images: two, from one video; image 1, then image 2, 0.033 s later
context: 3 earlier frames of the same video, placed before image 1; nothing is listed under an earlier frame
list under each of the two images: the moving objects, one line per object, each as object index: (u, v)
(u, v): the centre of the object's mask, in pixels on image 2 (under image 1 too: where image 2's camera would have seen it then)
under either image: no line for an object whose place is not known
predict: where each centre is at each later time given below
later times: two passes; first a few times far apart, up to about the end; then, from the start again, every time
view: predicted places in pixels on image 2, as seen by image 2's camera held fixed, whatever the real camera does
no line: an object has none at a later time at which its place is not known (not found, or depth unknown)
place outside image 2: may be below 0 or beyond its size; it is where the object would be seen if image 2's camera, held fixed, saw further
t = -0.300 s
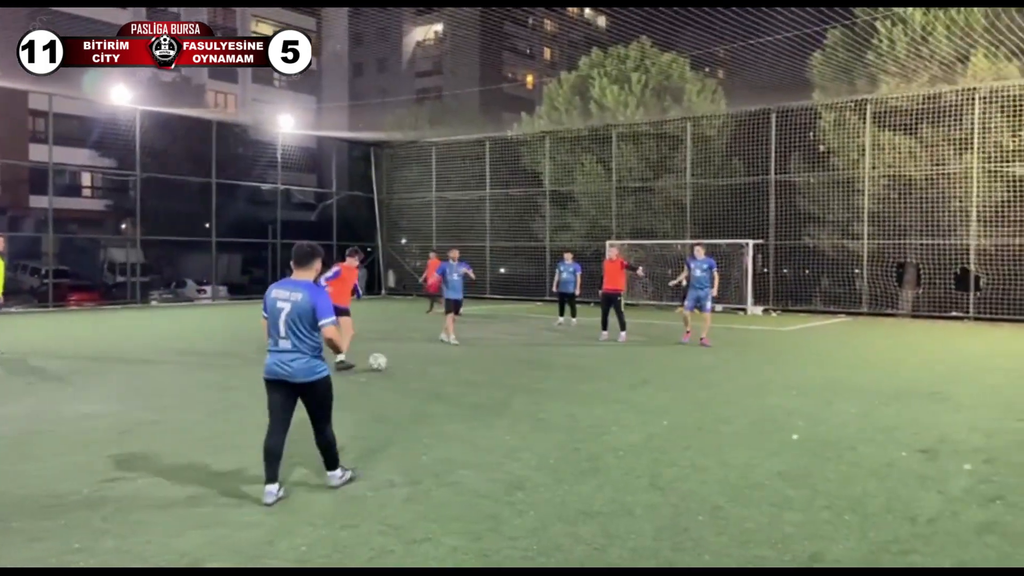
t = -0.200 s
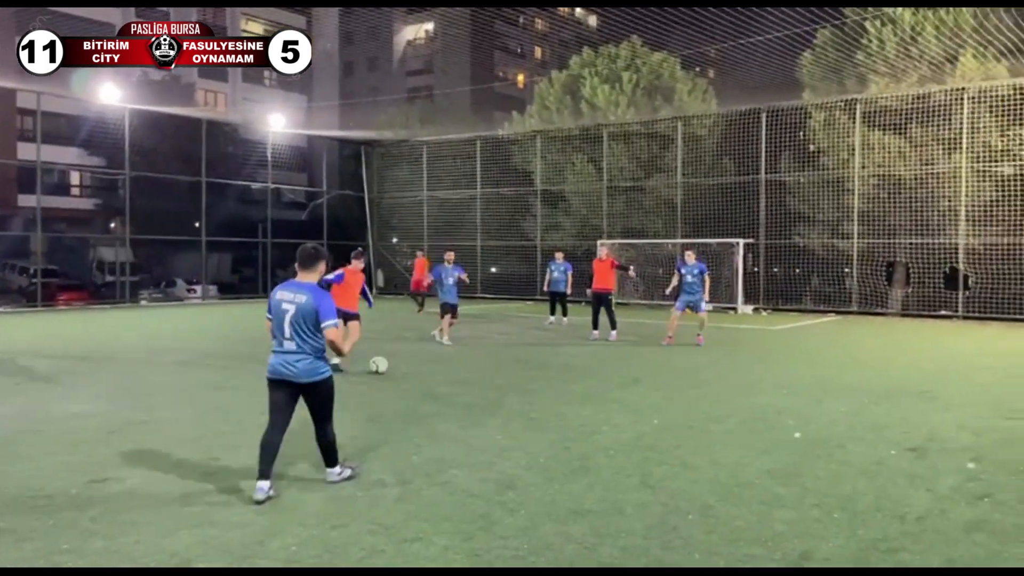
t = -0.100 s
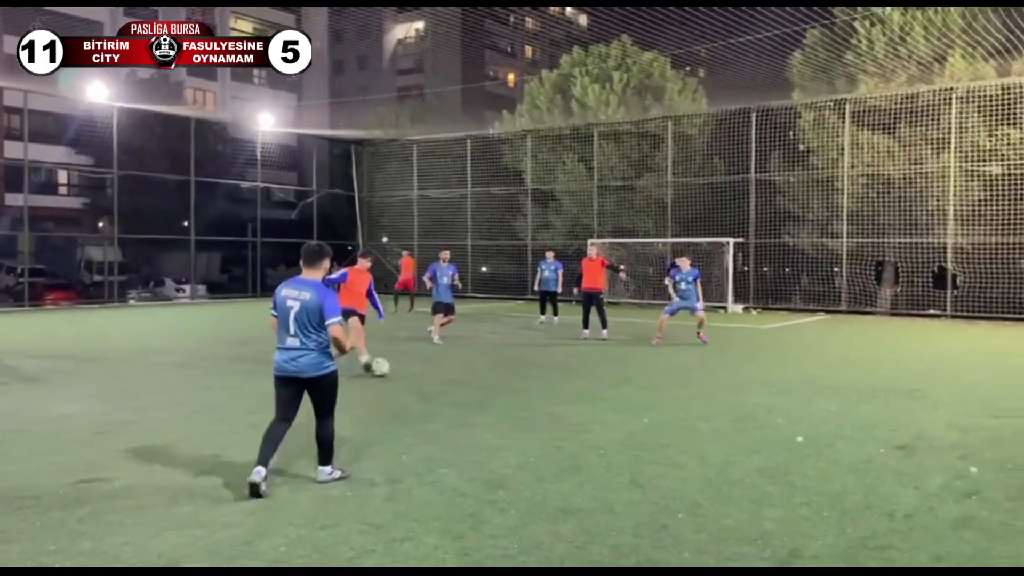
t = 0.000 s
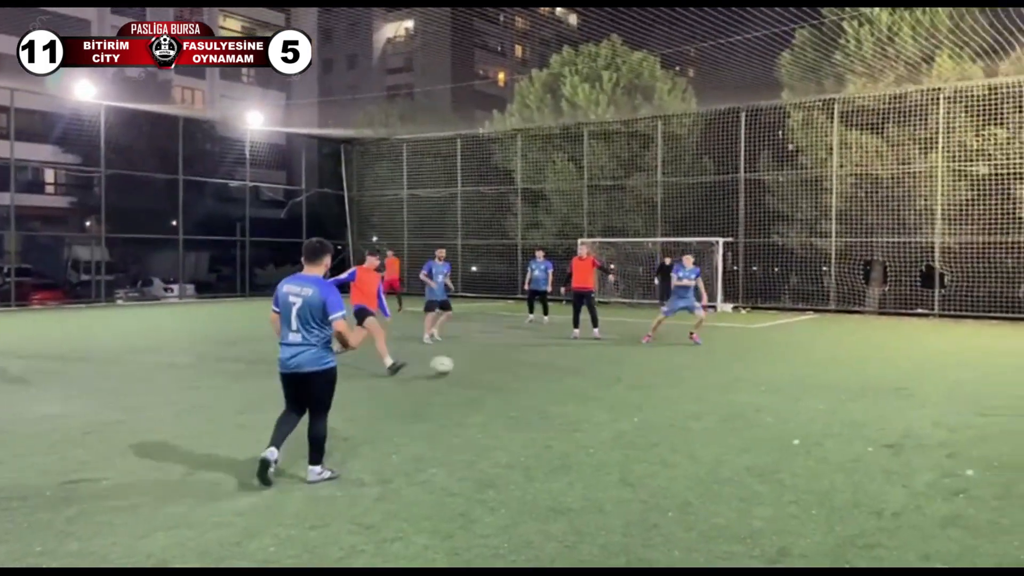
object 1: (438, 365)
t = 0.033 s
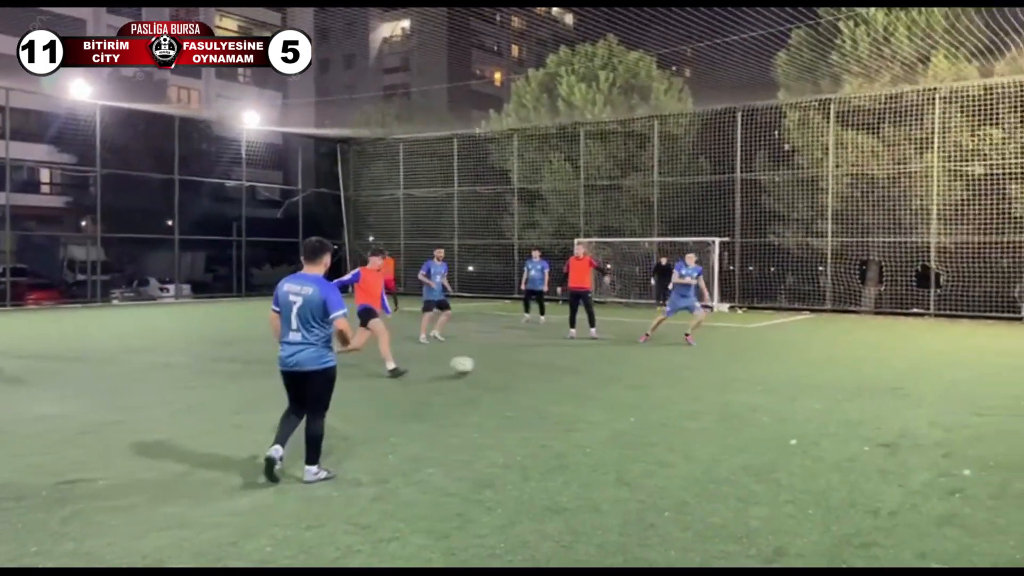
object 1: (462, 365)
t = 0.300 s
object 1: (640, 368)
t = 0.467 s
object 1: (738, 371)
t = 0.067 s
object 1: (487, 366)
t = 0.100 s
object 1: (512, 370)
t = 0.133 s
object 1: (536, 373)
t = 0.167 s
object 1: (558, 370)
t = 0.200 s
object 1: (579, 369)
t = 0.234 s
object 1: (599, 368)
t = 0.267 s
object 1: (619, 367)
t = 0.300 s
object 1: (640, 368)
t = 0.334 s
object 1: (659, 370)
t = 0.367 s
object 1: (680, 373)
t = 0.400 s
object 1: (699, 374)
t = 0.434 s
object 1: (718, 372)
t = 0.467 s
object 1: (738, 371)
